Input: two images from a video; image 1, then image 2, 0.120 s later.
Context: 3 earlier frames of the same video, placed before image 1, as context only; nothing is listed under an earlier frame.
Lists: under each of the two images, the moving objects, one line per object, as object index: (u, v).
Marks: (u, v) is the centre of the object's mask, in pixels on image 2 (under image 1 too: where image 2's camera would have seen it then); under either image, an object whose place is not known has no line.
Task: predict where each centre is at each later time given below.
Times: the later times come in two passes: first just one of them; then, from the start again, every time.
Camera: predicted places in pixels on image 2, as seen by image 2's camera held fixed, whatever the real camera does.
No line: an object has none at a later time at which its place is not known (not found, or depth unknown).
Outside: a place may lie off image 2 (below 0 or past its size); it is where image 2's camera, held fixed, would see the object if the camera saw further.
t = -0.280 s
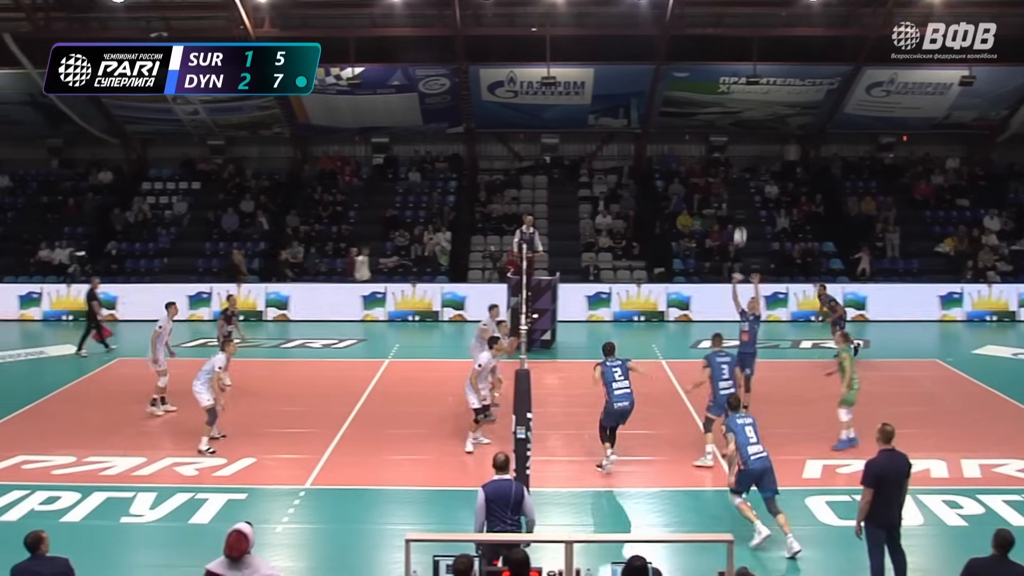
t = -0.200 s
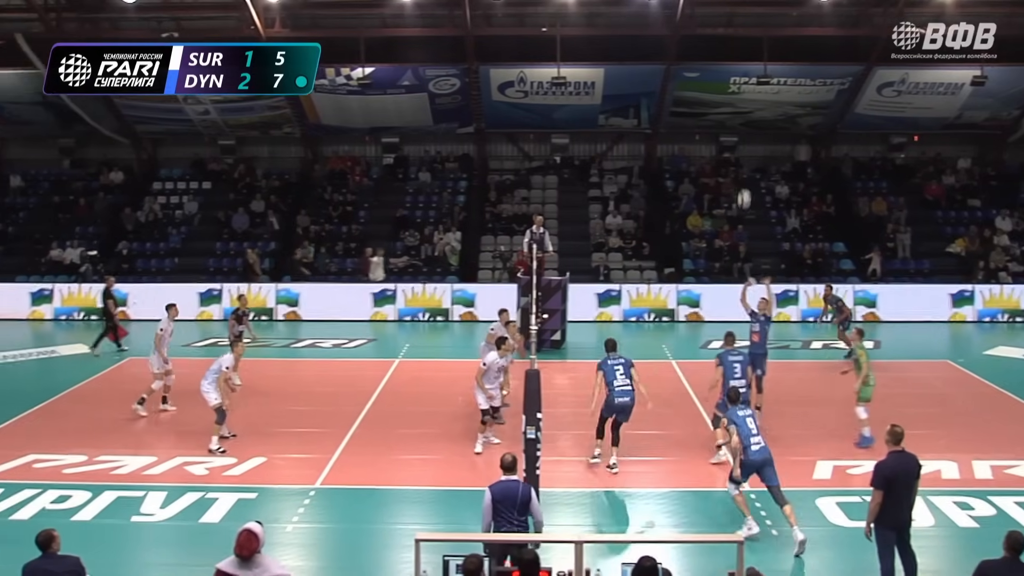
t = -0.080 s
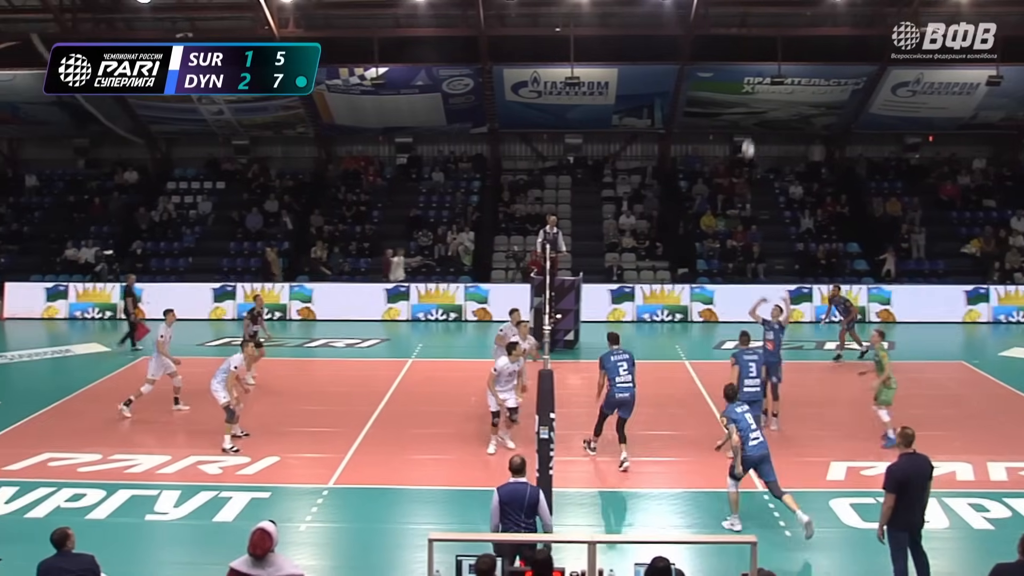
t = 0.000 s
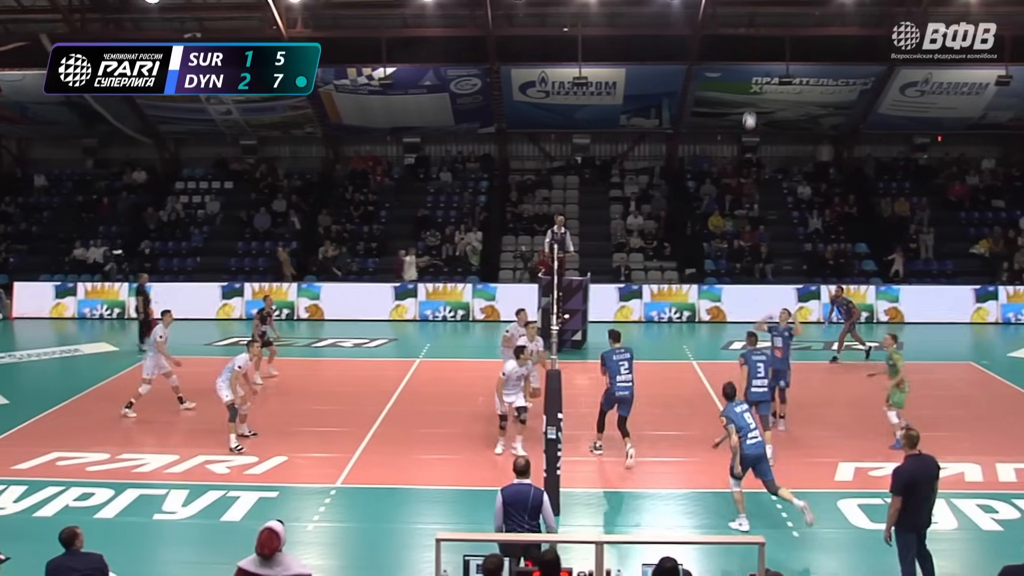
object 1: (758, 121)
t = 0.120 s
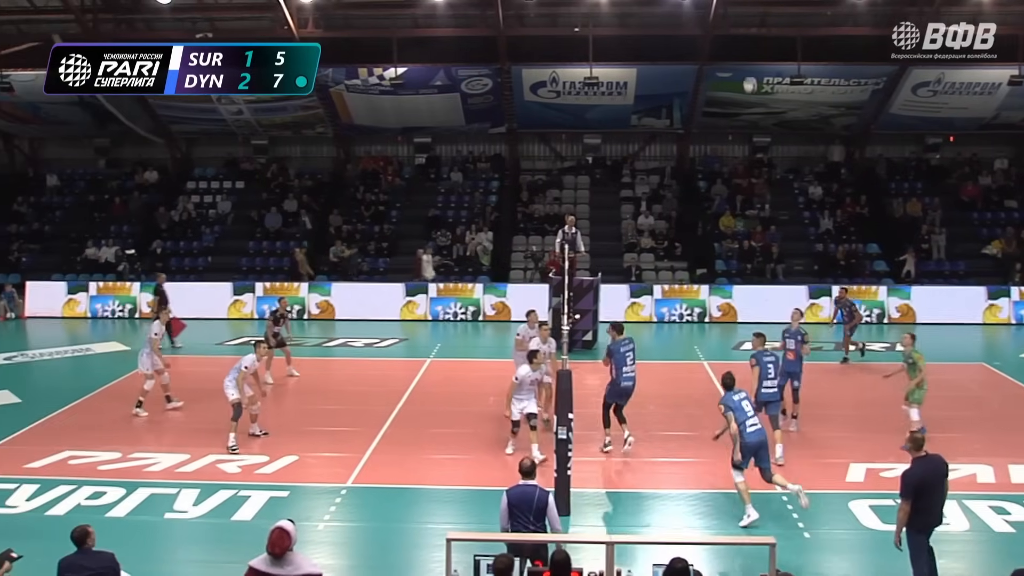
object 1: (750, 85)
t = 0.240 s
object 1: (740, 59)
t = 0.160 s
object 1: (747, 75)
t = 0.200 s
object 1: (743, 66)
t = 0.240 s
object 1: (740, 59)
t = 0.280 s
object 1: (737, 52)
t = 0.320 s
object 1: (733, 46)
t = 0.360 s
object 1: (729, 42)
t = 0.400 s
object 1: (725, 38)
